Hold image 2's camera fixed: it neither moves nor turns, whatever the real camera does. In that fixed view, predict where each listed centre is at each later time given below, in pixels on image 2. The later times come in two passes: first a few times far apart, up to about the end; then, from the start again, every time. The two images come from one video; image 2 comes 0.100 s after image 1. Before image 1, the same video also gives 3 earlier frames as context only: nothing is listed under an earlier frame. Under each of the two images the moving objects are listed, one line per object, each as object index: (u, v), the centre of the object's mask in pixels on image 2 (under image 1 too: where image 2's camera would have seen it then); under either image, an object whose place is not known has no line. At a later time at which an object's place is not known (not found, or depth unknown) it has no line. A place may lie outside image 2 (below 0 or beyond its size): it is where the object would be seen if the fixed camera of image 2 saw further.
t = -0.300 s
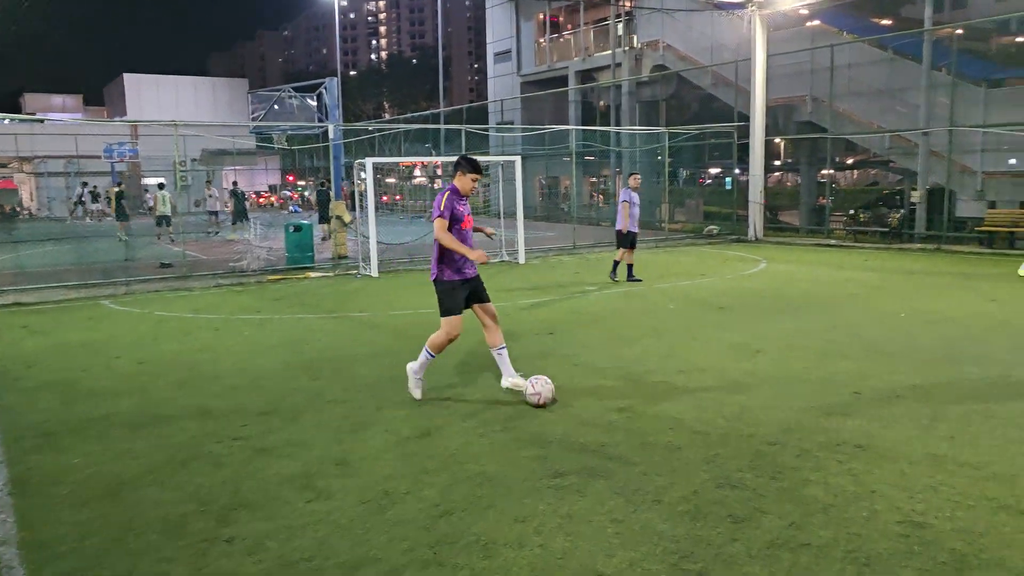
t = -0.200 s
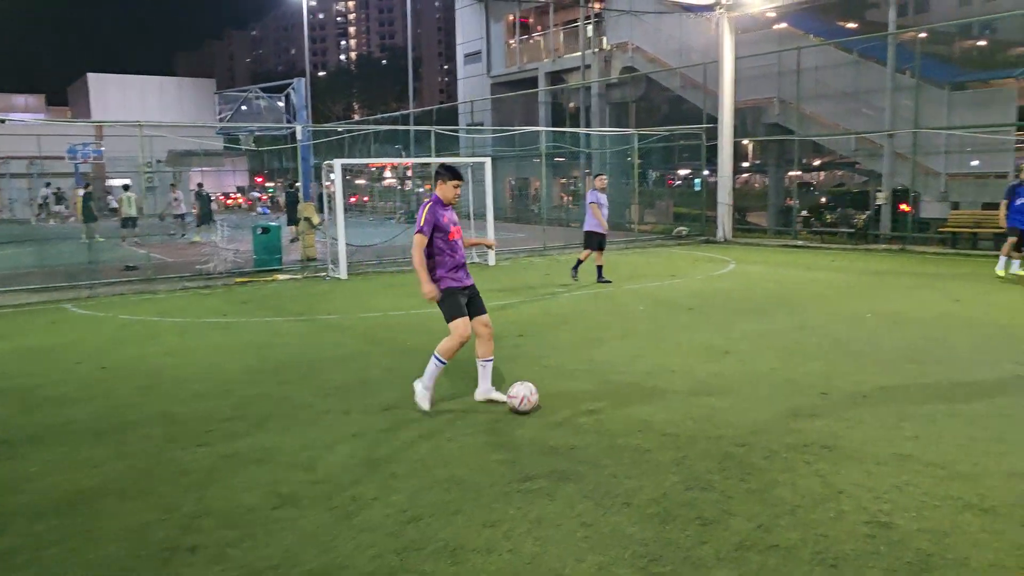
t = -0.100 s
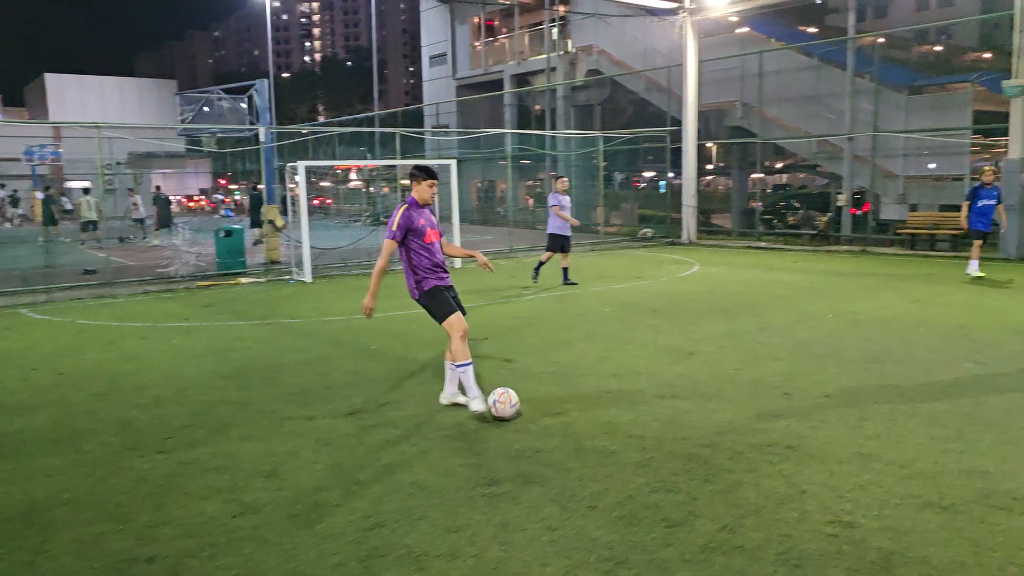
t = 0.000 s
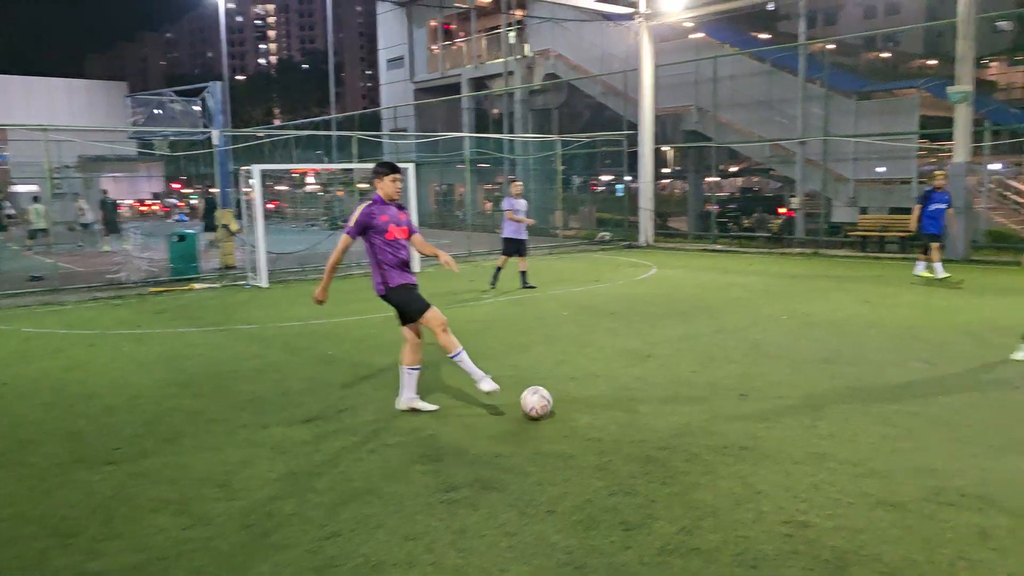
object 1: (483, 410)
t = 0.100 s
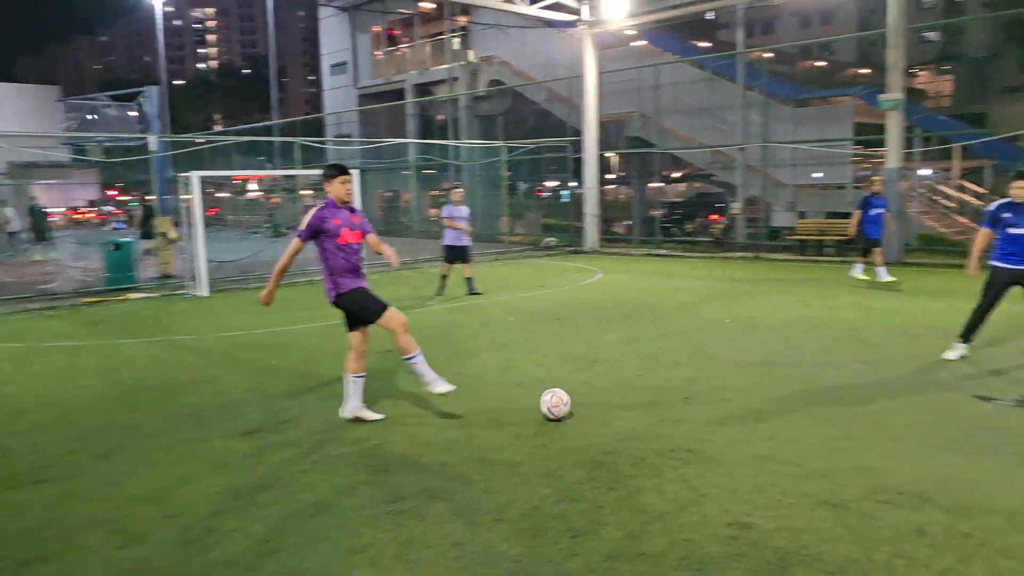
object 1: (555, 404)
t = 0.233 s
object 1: (637, 397)
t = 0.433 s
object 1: (747, 385)
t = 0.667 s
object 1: (865, 377)
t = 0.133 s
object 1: (577, 403)
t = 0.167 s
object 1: (598, 402)
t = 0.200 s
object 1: (618, 399)
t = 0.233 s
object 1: (637, 397)
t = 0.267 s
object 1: (656, 395)
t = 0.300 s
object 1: (675, 393)
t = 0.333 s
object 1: (694, 391)
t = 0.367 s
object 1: (712, 388)
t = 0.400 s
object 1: (729, 385)
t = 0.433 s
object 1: (747, 385)
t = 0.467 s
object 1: (765, 386)
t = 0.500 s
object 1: (782, 383)
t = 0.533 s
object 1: (799, 382)
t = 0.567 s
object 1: (815, 381)
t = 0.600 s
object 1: (832, 380)
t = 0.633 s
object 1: (849, 378)
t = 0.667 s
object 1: (865, 377)
